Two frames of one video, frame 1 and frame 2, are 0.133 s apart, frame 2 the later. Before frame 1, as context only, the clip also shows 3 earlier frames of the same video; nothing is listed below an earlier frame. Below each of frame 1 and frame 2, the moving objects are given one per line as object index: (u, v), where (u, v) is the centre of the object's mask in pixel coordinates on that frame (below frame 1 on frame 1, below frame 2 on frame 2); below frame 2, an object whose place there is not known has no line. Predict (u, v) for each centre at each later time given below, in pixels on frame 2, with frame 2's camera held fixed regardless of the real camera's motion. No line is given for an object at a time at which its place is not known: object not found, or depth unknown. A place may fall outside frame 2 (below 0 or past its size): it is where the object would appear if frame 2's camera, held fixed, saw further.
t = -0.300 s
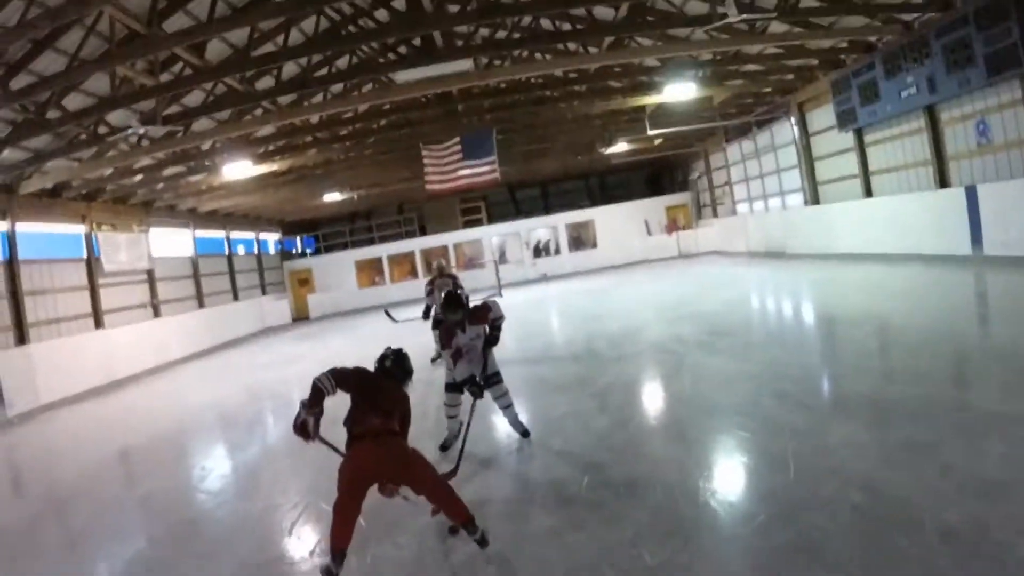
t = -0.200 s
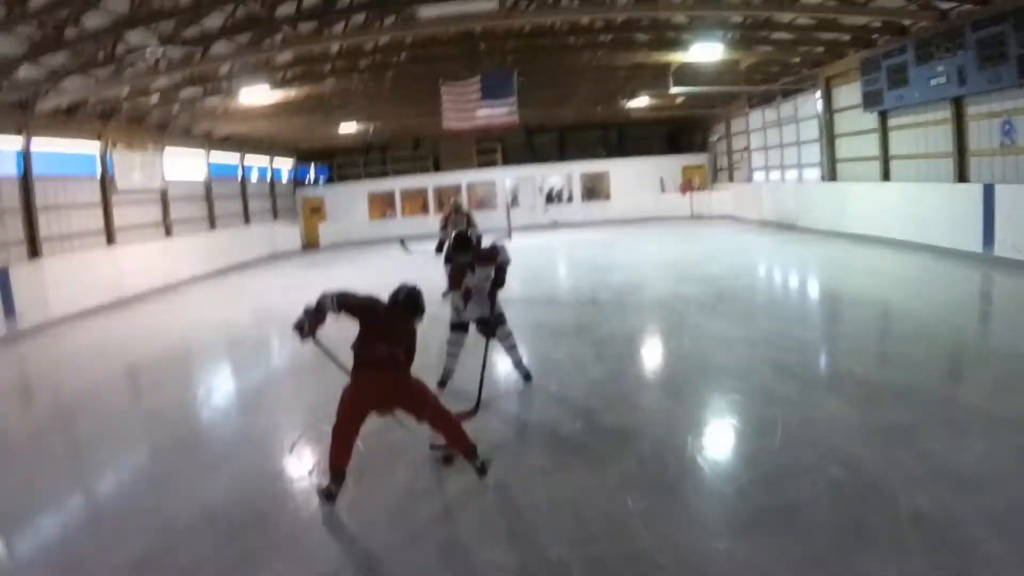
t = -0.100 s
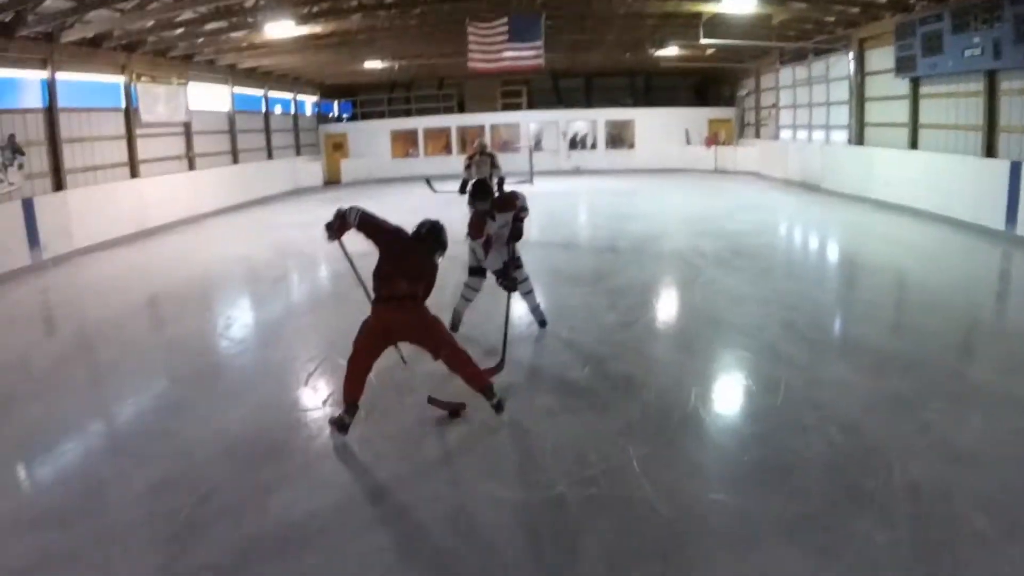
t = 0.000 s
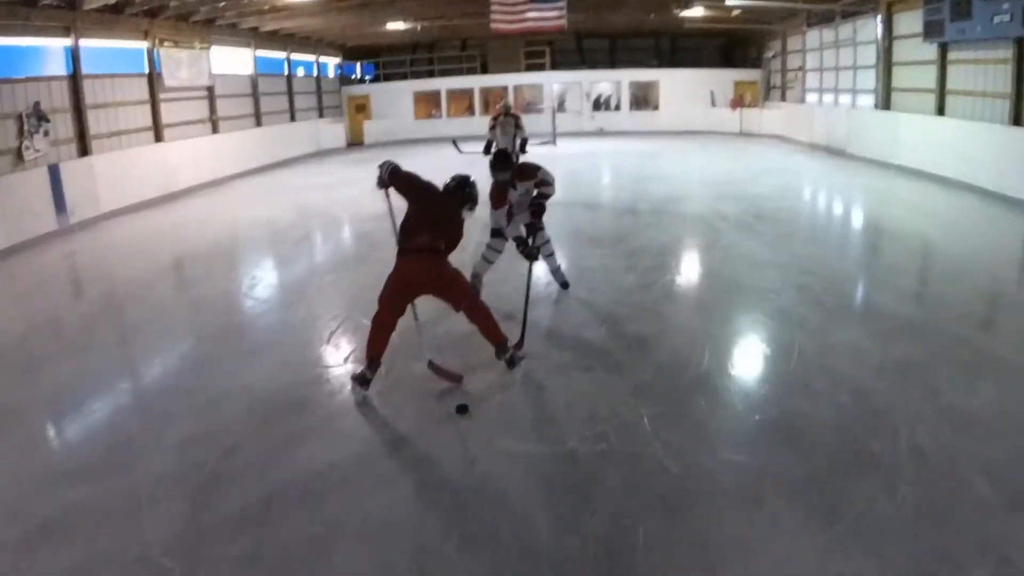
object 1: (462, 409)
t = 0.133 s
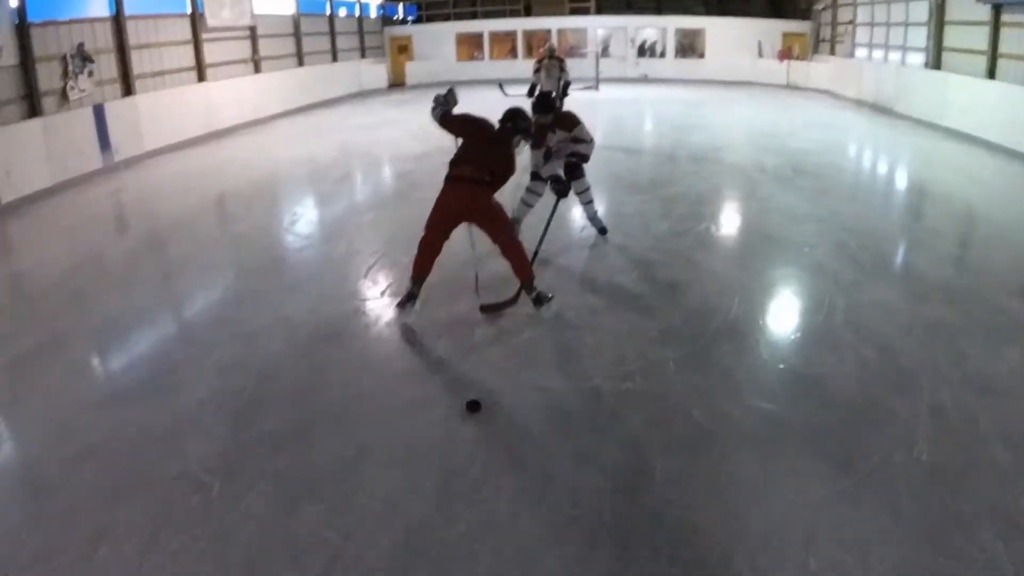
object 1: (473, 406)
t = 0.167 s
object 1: (467, 425)
